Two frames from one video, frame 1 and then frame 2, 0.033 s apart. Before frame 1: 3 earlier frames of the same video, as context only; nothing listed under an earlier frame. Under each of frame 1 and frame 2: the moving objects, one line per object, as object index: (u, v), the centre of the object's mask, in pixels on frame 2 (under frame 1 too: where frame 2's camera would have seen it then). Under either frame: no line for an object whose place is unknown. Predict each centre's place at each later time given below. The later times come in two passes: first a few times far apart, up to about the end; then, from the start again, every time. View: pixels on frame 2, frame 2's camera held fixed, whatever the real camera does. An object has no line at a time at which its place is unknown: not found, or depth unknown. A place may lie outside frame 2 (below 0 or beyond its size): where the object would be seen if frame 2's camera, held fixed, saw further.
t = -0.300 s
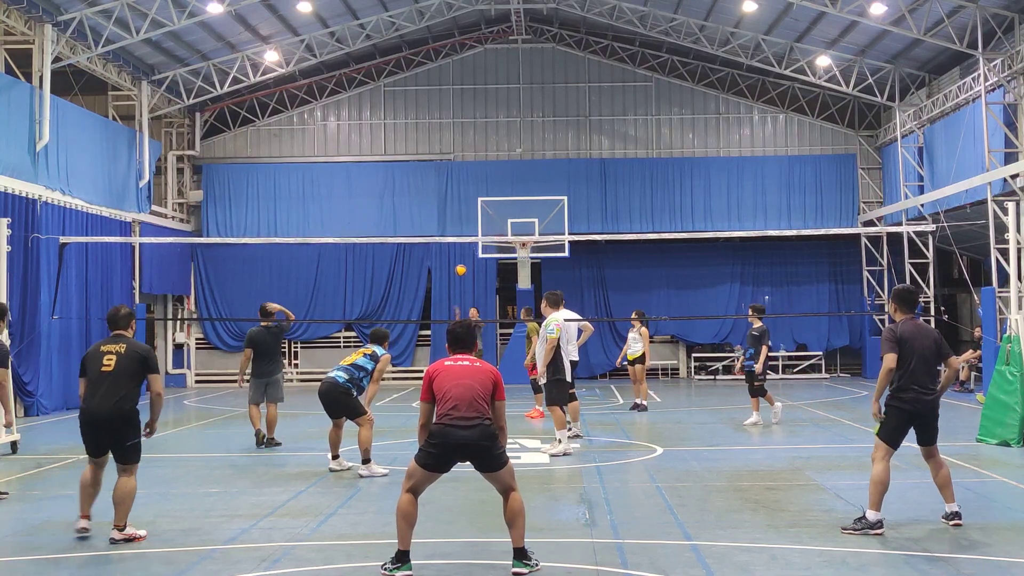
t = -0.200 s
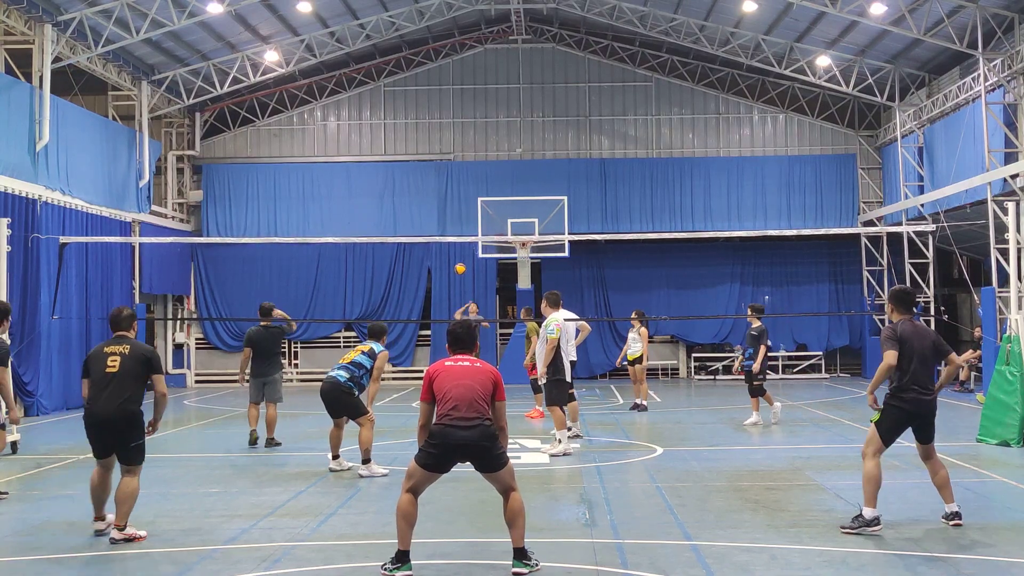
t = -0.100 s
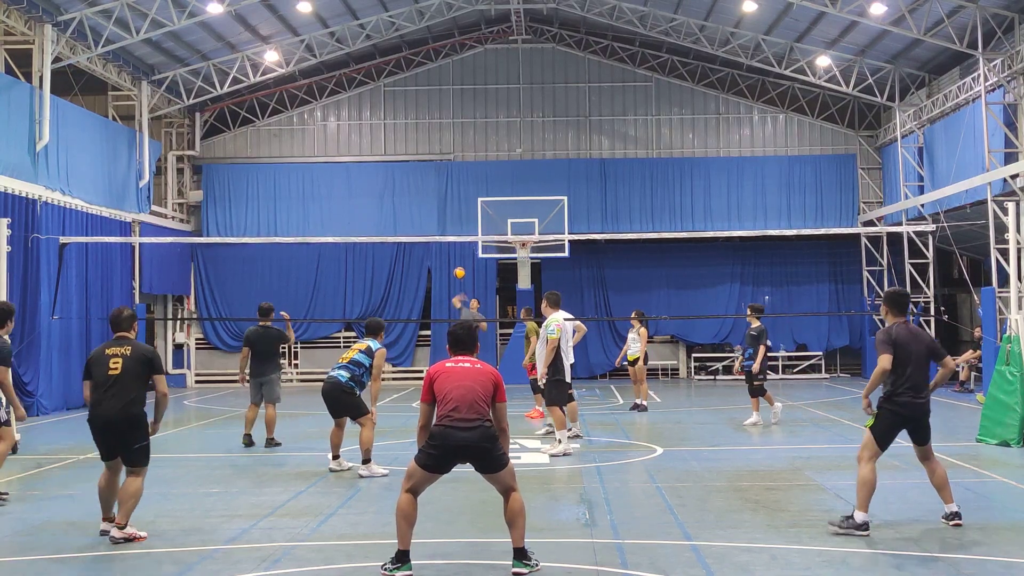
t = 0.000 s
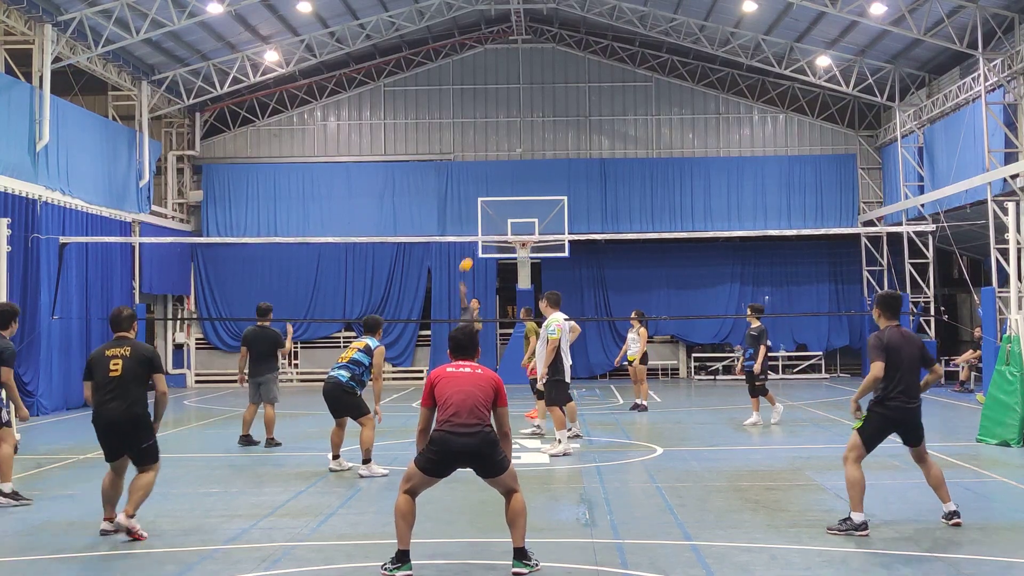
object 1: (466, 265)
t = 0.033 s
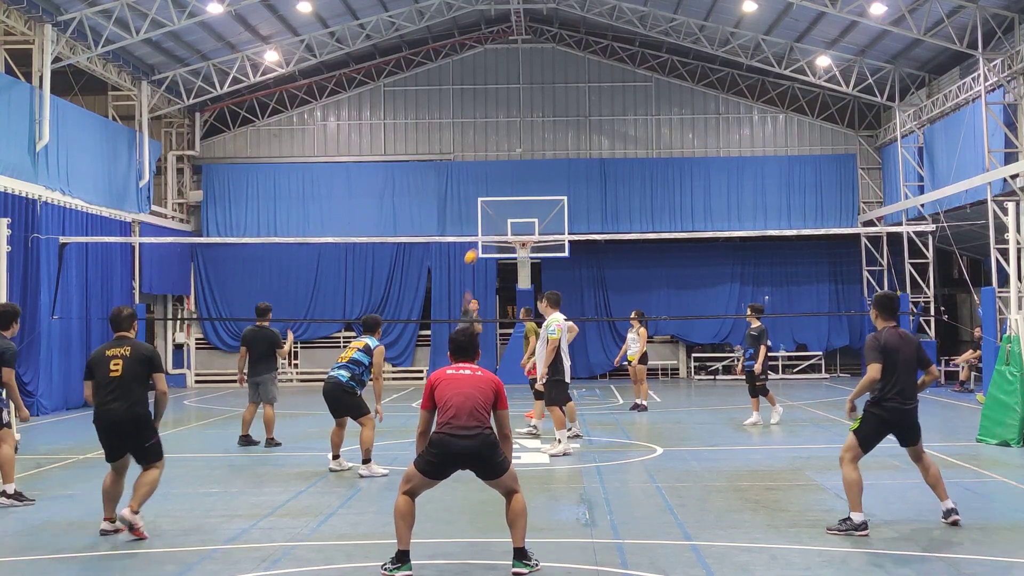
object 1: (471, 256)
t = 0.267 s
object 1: (510, 205)
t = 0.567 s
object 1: (575, 173)
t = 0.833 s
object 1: (659, 200)
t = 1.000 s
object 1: (733, 260)
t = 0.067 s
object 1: (475, 248)
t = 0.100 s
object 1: (481, 244)
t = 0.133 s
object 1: (488, 231)
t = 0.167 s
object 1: (493, 224)
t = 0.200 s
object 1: (498, 218)
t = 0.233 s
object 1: (504, 211)
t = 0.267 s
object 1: (510, 205)
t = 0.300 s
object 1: (515, 199)
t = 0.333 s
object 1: (522, 193)
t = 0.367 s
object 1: (529, 188)
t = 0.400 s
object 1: (536, 185)
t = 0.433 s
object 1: (544, 181)
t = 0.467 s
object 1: (551, 178)
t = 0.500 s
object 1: (559, 176)
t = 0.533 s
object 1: (567, 174)
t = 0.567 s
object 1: (575, 173)
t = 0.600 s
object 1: (584, 173)
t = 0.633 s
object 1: (593, 173)
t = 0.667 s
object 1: (603, 175)
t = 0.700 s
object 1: (613, 177)
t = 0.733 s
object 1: (623, 181)
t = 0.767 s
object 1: (634, 185)
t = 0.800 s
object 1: (646, 192)
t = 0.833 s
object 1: (659, 200)
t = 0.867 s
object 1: (672, 208)
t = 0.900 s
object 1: (686, 219)
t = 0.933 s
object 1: (701, 231)
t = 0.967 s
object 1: (718, 246)
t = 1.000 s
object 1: (733, 260)
